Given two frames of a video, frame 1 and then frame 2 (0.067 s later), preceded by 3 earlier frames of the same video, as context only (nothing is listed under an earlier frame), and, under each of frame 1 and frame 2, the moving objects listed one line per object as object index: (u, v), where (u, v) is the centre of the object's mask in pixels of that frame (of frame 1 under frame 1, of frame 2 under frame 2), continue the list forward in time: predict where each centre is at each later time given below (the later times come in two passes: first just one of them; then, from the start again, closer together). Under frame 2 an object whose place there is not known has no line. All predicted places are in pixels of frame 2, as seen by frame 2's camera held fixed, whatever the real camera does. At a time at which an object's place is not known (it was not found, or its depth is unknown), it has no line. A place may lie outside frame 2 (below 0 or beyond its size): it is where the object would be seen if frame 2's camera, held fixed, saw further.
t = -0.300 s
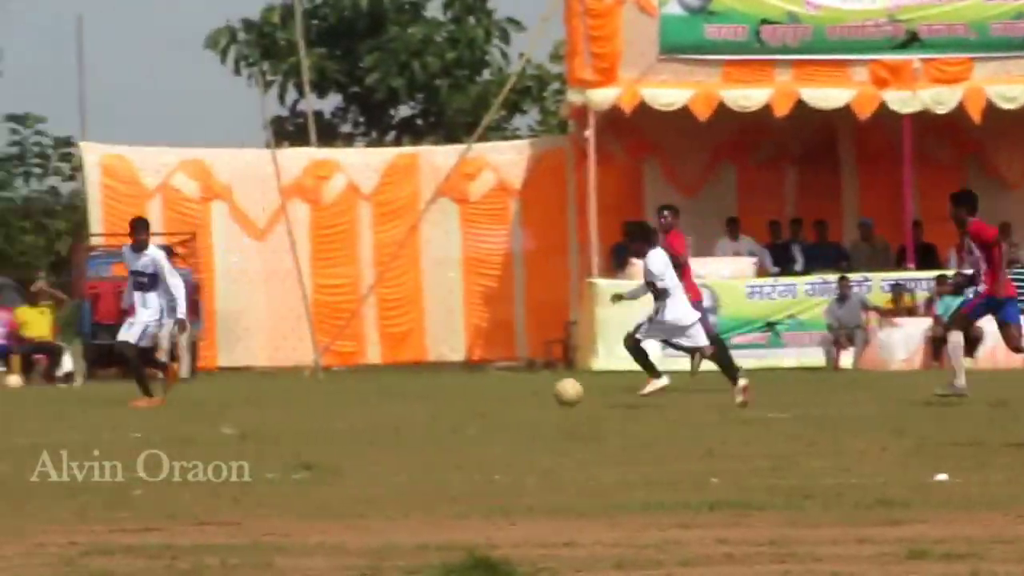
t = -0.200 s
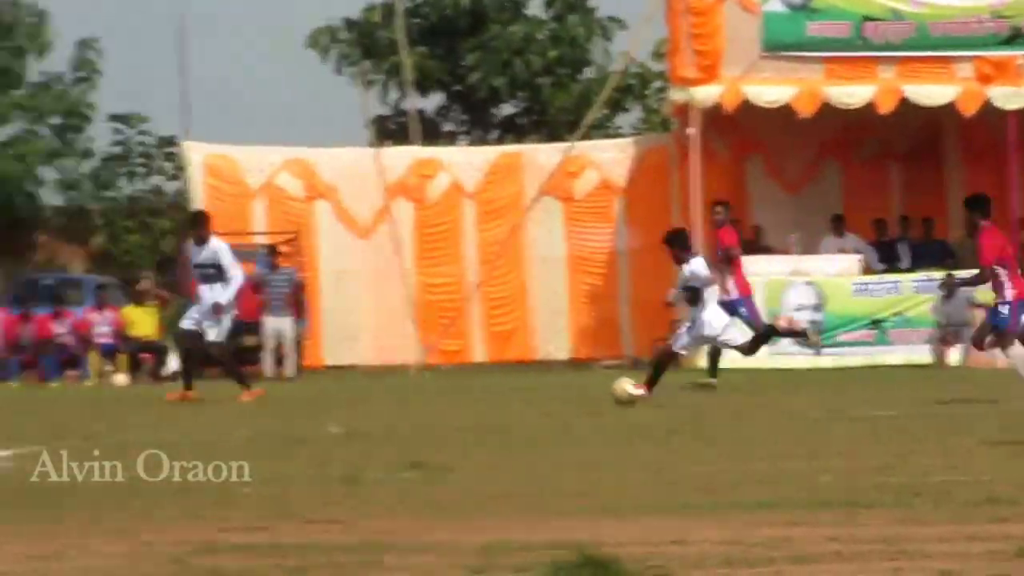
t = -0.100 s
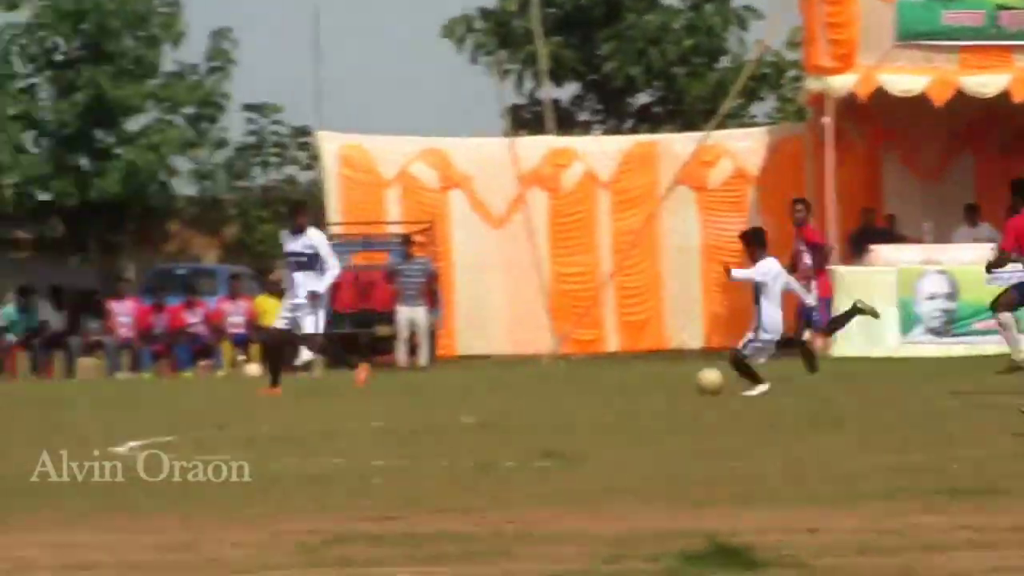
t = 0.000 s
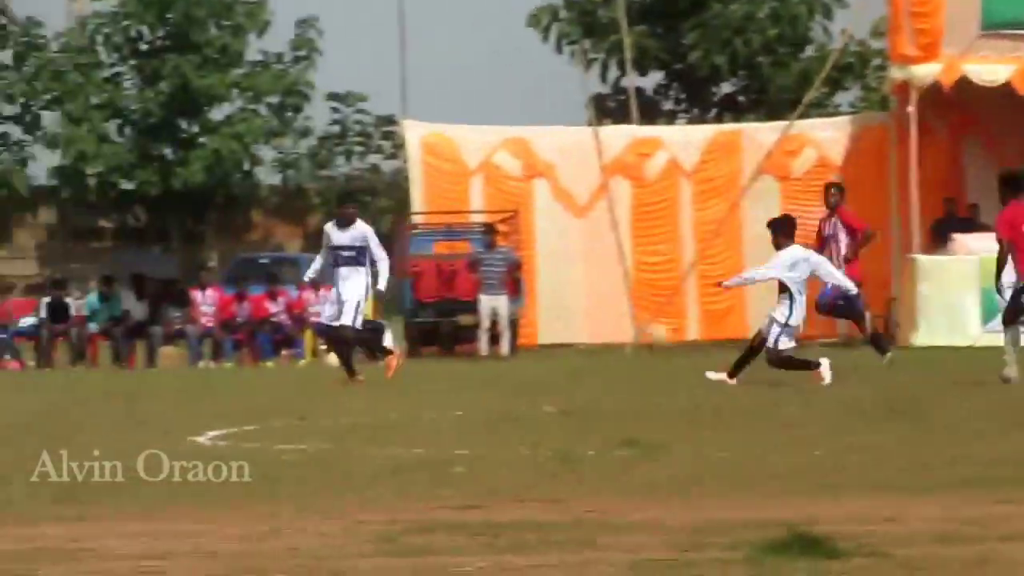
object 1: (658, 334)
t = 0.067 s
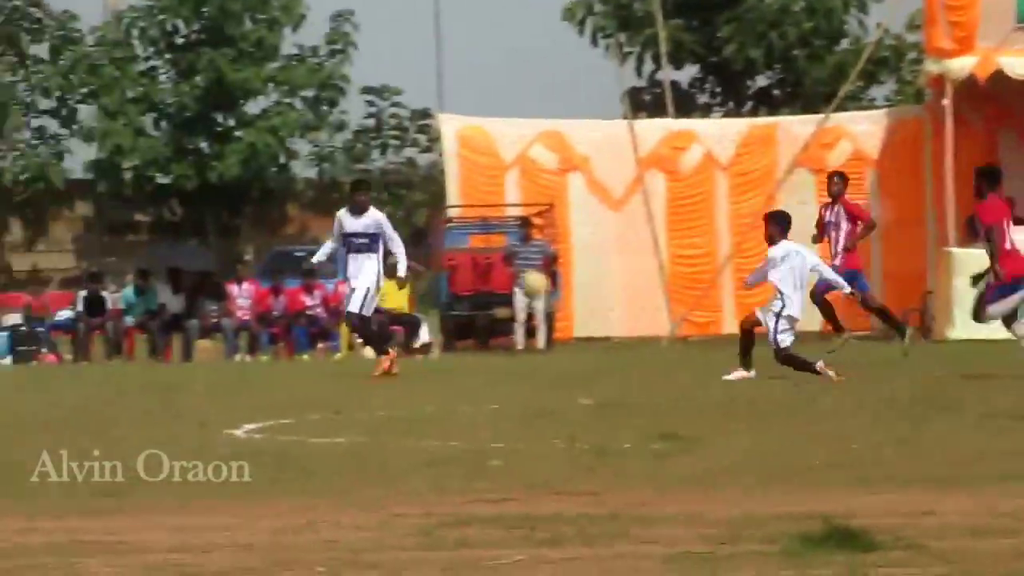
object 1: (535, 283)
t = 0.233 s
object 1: (131, 185)
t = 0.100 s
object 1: (454, 262)
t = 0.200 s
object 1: (213, 204)
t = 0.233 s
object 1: (131, 185)
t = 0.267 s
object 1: (48, 168)
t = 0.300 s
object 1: (-35, 151)
